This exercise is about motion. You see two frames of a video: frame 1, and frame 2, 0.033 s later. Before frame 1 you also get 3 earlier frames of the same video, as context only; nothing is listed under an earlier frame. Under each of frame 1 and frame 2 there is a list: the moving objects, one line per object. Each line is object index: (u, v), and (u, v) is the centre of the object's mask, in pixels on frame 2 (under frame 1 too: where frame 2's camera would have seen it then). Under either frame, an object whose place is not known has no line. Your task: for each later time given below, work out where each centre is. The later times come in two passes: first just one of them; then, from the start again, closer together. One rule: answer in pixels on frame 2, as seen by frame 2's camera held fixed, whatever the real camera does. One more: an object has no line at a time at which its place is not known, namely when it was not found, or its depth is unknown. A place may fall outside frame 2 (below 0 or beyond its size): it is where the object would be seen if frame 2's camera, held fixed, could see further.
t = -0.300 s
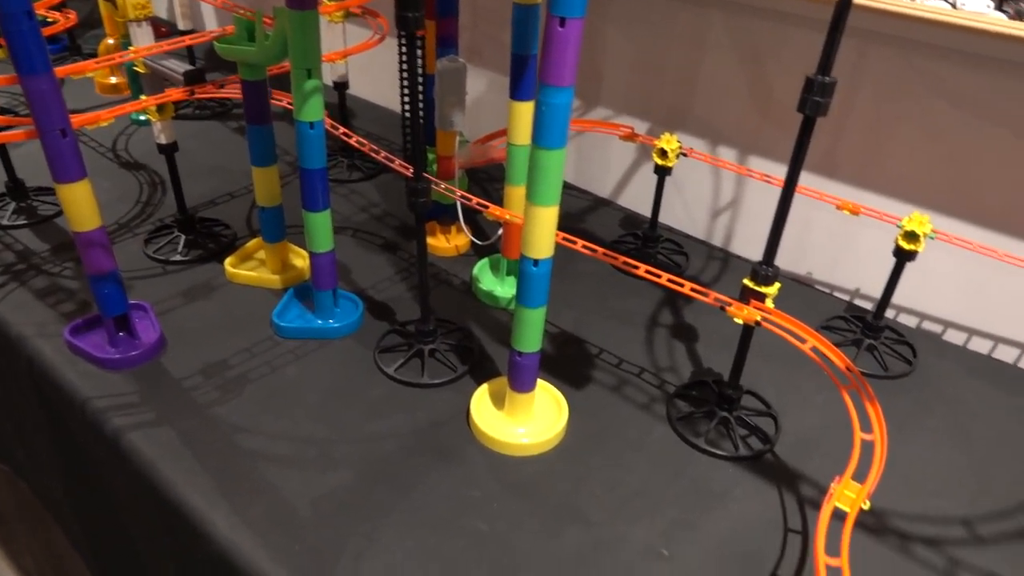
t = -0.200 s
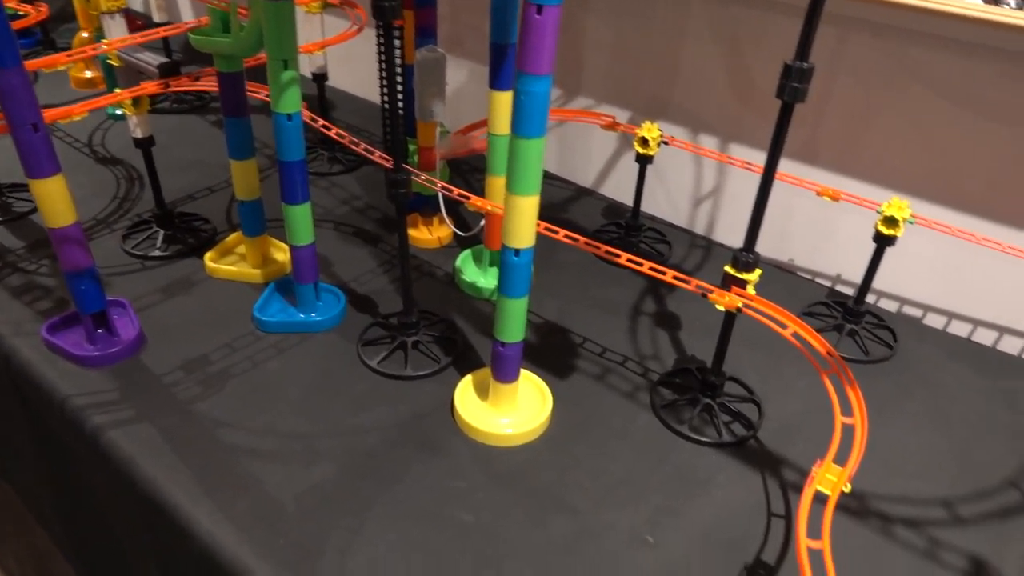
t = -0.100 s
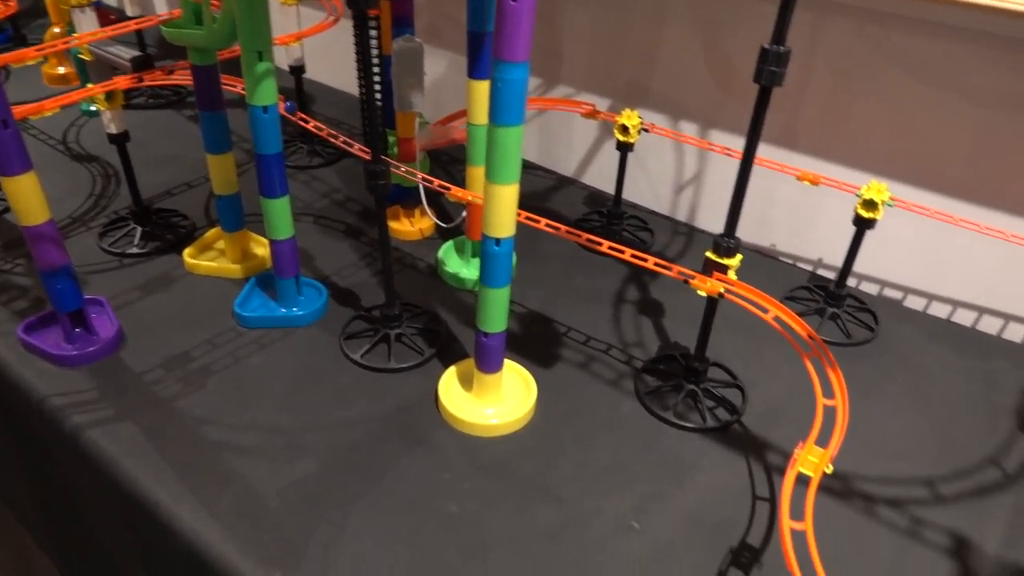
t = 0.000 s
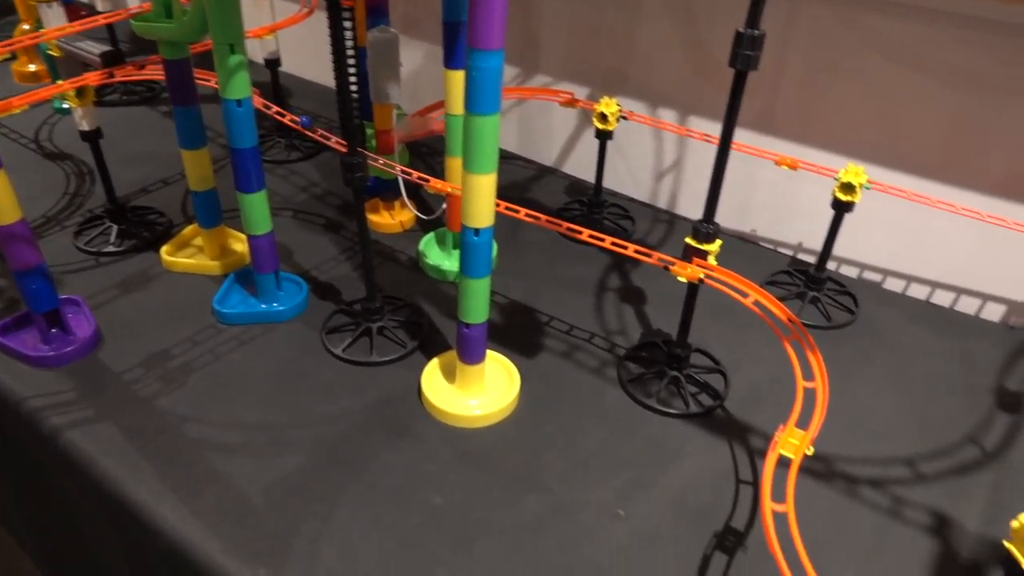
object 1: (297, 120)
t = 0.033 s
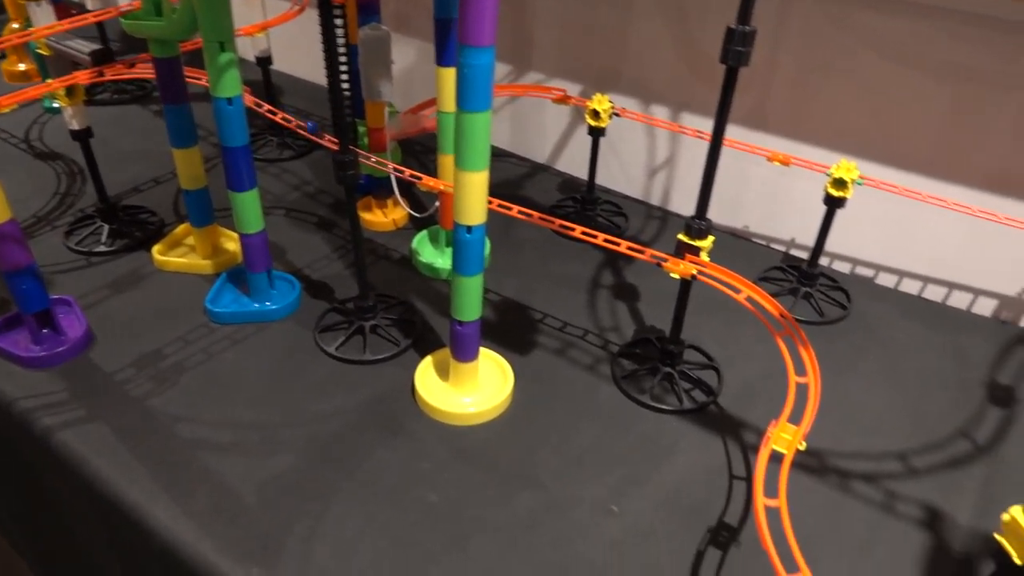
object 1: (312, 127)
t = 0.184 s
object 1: (385, 161)
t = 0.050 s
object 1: (319, 131)
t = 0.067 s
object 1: (328, 135)
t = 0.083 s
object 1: (333, 138)
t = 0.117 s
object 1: (353, 146)
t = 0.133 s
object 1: (360, 149)
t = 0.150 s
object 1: (369, 154)
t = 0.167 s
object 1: (376, 157)
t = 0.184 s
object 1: (385, 161)
